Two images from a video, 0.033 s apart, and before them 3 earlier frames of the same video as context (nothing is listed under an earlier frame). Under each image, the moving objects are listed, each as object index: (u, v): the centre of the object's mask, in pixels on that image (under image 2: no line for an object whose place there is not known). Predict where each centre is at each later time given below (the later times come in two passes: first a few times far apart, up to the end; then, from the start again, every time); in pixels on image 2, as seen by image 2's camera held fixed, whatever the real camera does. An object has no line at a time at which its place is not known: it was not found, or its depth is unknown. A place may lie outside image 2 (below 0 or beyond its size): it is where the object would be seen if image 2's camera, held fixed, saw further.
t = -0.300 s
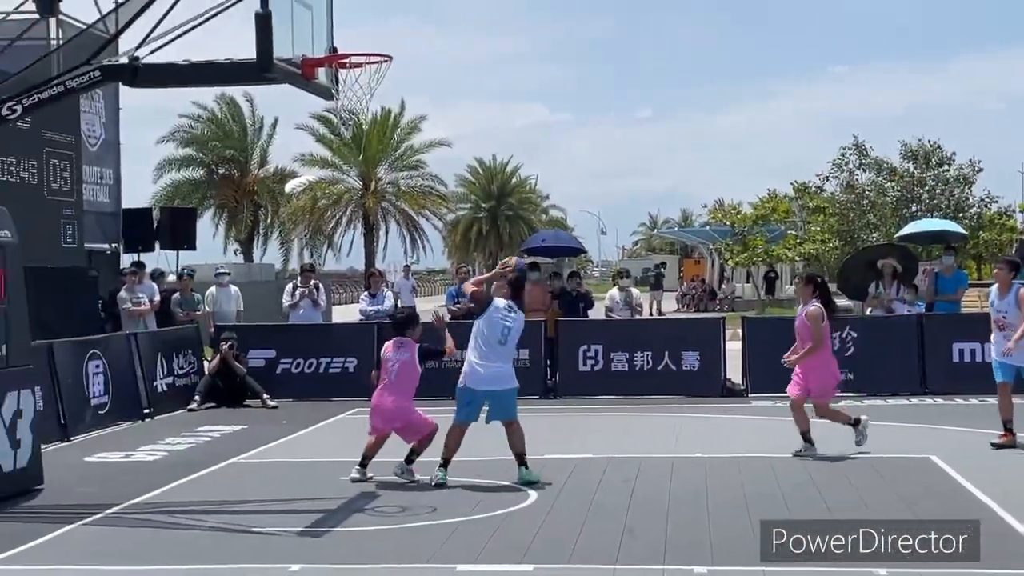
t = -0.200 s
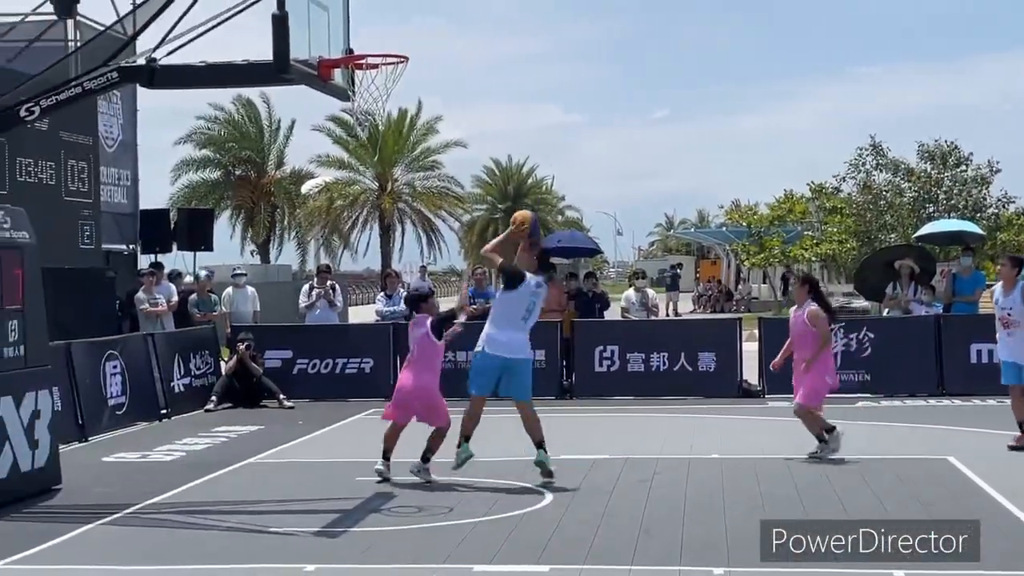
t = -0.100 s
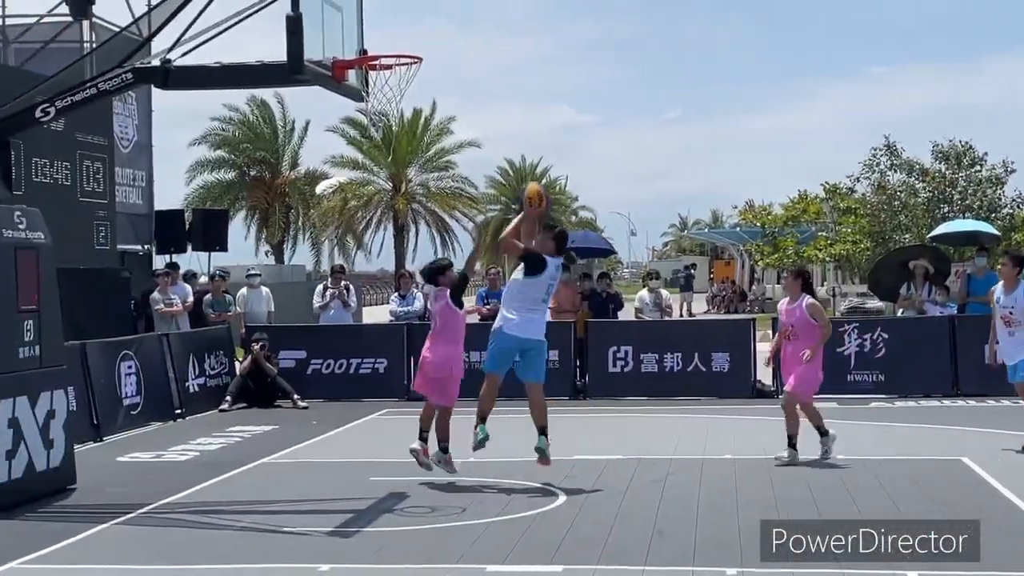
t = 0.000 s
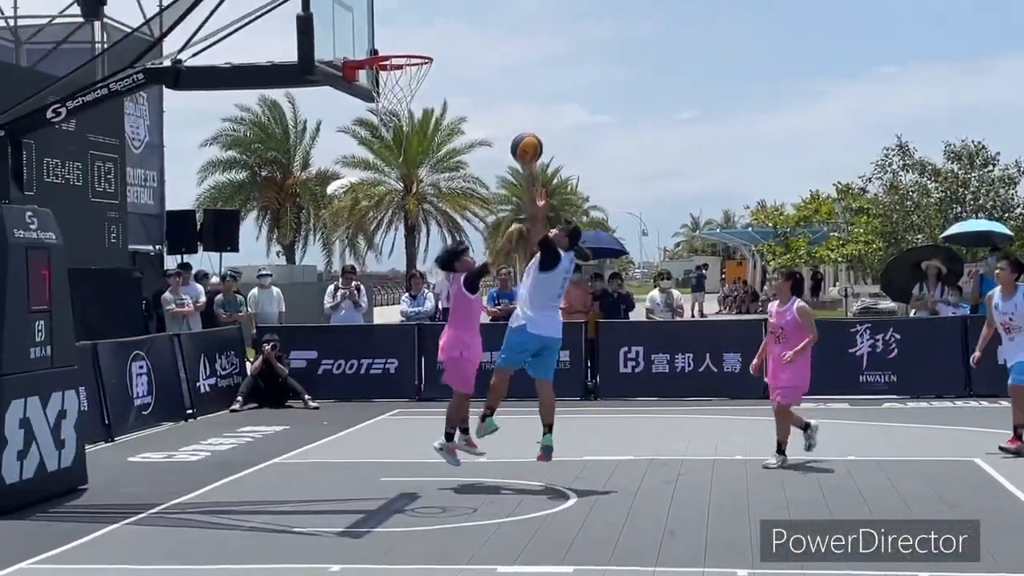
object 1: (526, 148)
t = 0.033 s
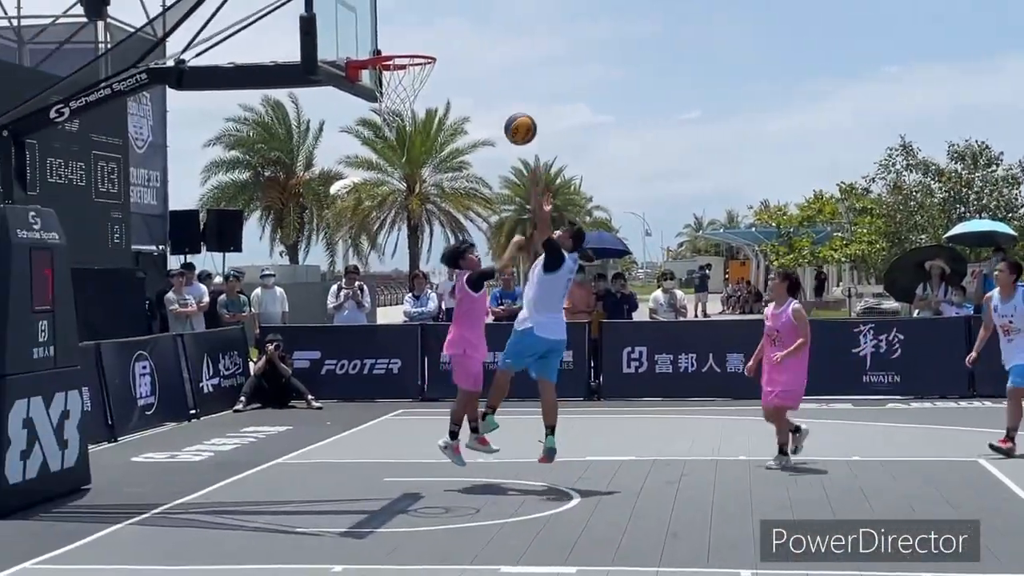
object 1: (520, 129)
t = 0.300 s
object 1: (444, 24)
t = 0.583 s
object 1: (363, 21)
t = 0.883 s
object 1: (421, 102)
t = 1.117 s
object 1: (443, 153)
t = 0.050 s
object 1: (515, 119)
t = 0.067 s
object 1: (511, 110)
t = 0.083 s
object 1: (506, 102)
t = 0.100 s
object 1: (501, 93)
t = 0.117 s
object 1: (496, 86)
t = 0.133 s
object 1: (492, 78)
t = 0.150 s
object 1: (487, 71)
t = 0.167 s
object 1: (482, 64)
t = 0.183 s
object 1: (477, 58)
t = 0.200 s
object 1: (473, 52)
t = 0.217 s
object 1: (468, 47)
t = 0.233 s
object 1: (463, 41)
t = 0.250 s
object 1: (458, 36)
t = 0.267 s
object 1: (453, 32)
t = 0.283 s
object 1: (449, 28)
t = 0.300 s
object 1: (444, 24)
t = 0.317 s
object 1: (439, 21)
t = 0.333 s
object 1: (434, 18)
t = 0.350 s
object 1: (430, 16)
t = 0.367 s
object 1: (425, 15)
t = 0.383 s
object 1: (420, 14)
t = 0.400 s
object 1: (416, 13)
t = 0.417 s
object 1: (411, 13)
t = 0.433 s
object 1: (406, 12)
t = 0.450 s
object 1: (401, 13)
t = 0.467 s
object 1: (396, 13)
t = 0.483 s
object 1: (391, 13)
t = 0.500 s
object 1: (387, 14)
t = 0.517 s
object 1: (382, 15)
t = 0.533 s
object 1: (377, 16)
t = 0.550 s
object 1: (372, 17)
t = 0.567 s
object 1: (368, 19)
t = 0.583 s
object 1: (363, 21)
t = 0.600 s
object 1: (365, 24)
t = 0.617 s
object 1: (368, 27)
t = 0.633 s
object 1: (372, 30)
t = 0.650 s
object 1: (375, 34)
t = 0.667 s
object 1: (379, 38)
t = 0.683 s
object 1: (382, 41)
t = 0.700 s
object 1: (386, 44)
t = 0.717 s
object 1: (389, 47)
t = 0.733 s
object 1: (393, 58)
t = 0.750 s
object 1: (396, 64)
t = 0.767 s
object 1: (400, 72)
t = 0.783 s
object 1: (403, 77)
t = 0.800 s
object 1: (407, 85)
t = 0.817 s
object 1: (411, 91)
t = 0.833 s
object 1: (414, 95)
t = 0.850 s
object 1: (417, 100)
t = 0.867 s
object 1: (419, 101)
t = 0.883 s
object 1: (421, 102)
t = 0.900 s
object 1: (423, 103)
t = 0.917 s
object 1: (424, 105)
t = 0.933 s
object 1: (425, 108)
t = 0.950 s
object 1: (426, 110)
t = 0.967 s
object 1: (428, 113)
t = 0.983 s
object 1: (430, 117)
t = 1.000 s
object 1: (430, 119)
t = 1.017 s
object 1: (431, 124)
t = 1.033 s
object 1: (435, 126)
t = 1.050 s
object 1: (437, 131)
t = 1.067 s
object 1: (439, 136)
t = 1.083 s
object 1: (441, 142)
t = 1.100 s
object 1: (442, 148)
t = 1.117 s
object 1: (443, 153)
